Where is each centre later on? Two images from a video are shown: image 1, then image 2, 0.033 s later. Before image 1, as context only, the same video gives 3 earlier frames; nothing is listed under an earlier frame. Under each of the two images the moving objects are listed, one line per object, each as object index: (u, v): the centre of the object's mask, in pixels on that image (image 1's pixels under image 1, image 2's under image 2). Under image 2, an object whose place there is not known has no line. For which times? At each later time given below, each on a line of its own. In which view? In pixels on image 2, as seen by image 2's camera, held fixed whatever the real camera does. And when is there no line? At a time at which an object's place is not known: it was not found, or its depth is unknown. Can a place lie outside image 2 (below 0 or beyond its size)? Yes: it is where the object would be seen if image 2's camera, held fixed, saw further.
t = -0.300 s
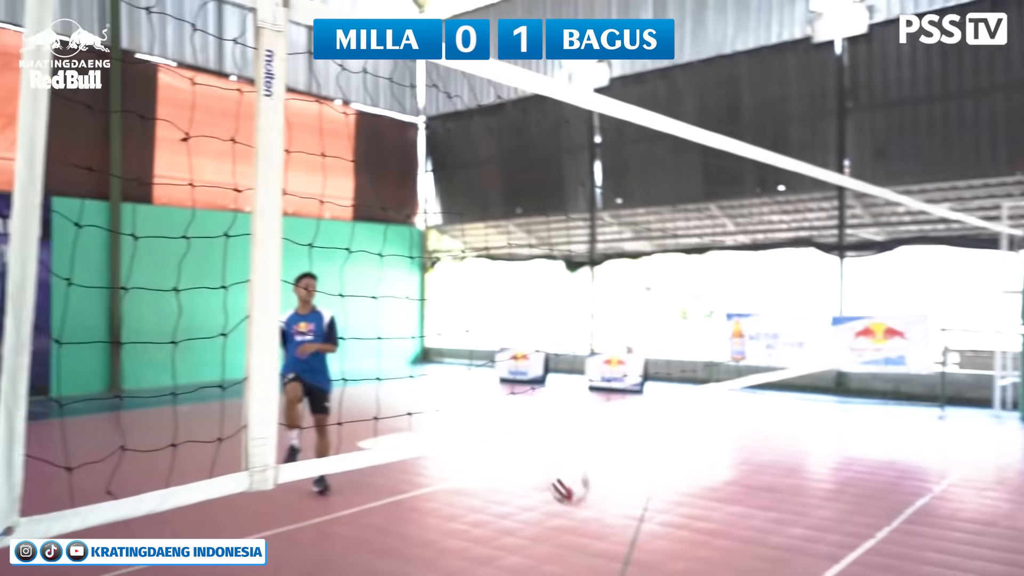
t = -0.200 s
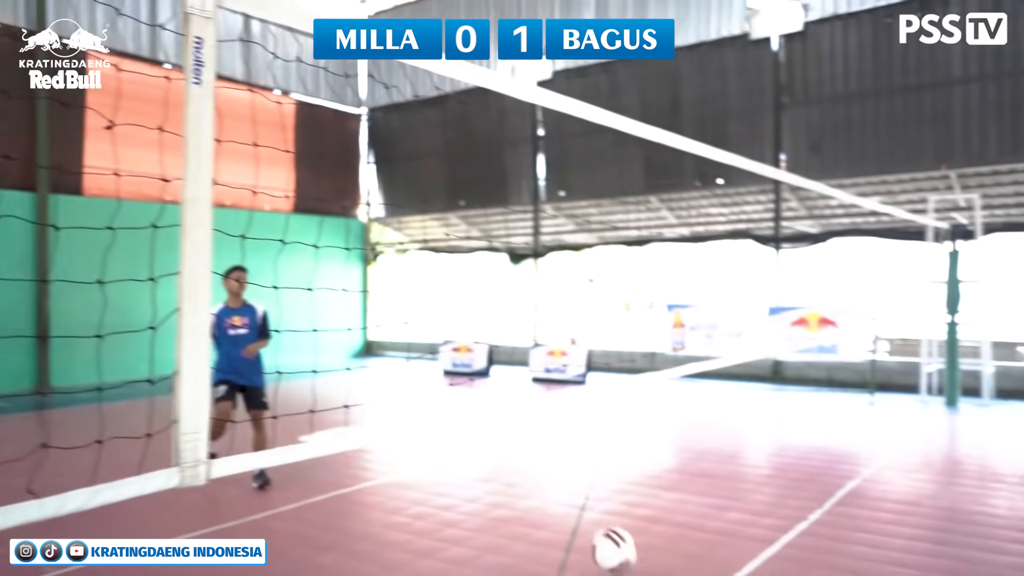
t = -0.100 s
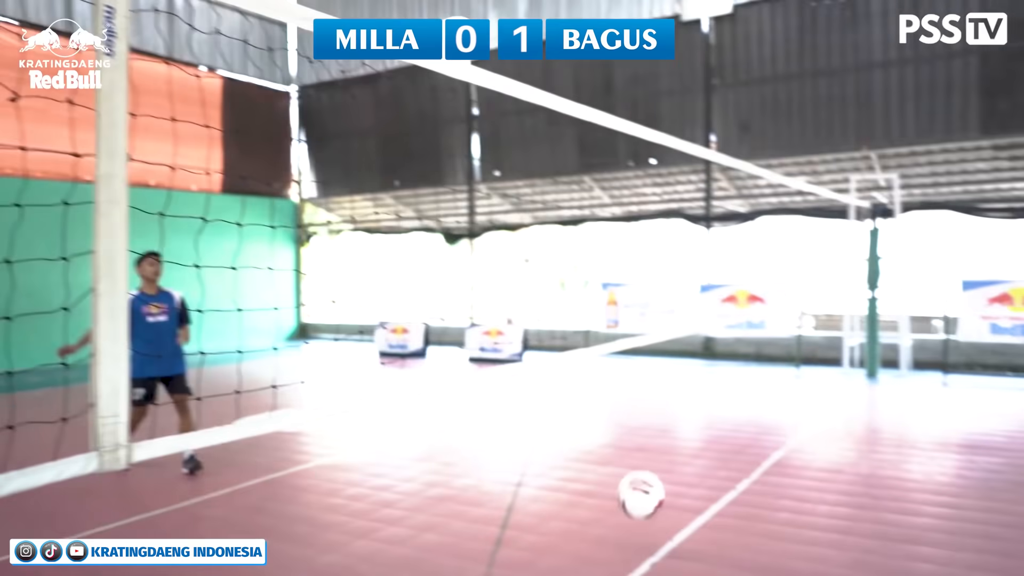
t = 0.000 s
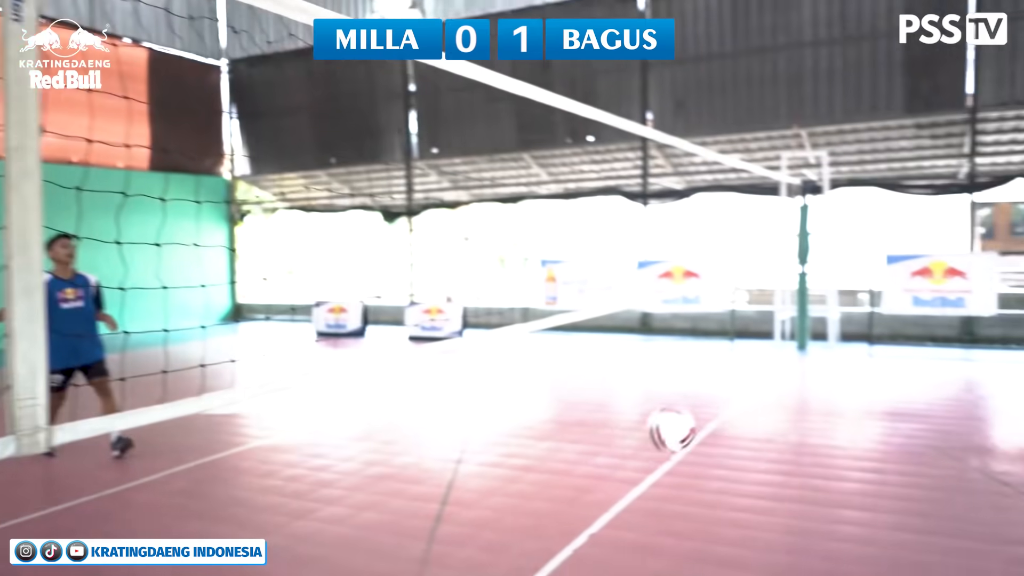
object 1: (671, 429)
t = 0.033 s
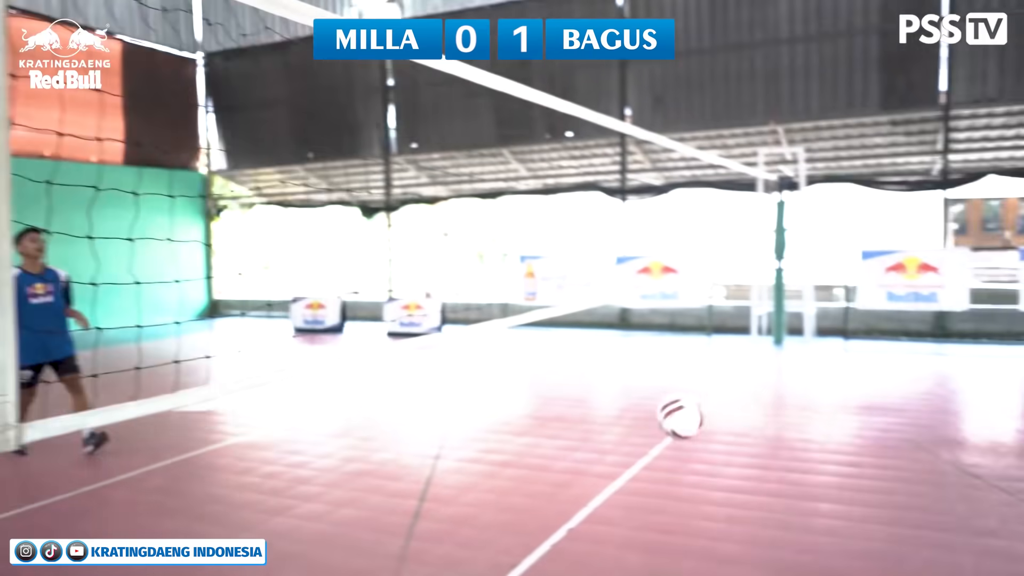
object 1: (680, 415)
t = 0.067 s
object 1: (710, 412)
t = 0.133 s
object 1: (776, 401)
